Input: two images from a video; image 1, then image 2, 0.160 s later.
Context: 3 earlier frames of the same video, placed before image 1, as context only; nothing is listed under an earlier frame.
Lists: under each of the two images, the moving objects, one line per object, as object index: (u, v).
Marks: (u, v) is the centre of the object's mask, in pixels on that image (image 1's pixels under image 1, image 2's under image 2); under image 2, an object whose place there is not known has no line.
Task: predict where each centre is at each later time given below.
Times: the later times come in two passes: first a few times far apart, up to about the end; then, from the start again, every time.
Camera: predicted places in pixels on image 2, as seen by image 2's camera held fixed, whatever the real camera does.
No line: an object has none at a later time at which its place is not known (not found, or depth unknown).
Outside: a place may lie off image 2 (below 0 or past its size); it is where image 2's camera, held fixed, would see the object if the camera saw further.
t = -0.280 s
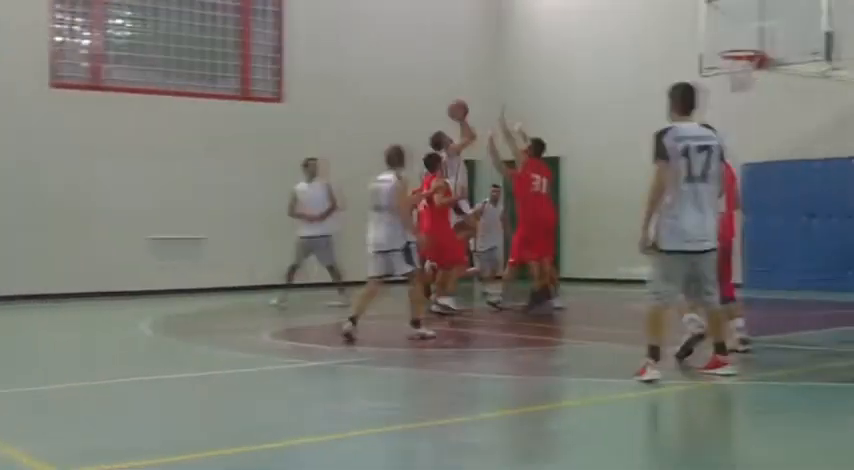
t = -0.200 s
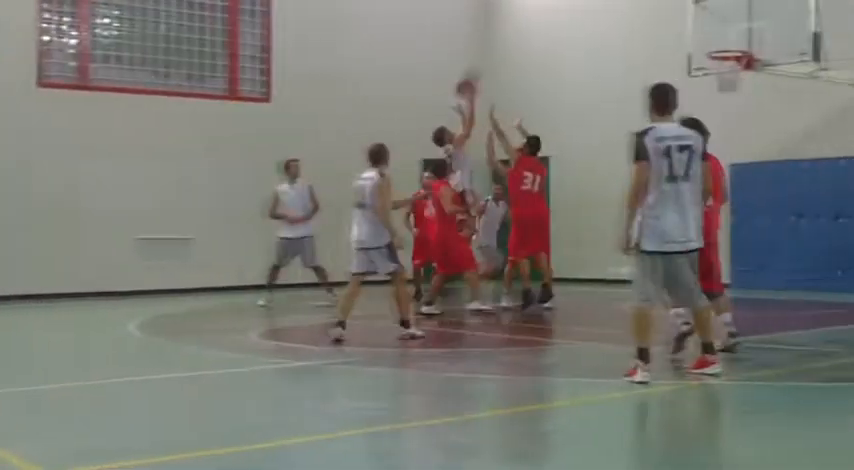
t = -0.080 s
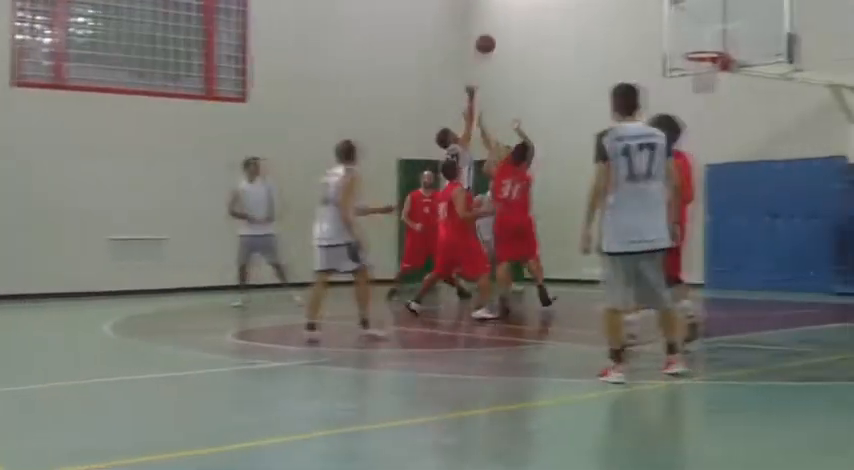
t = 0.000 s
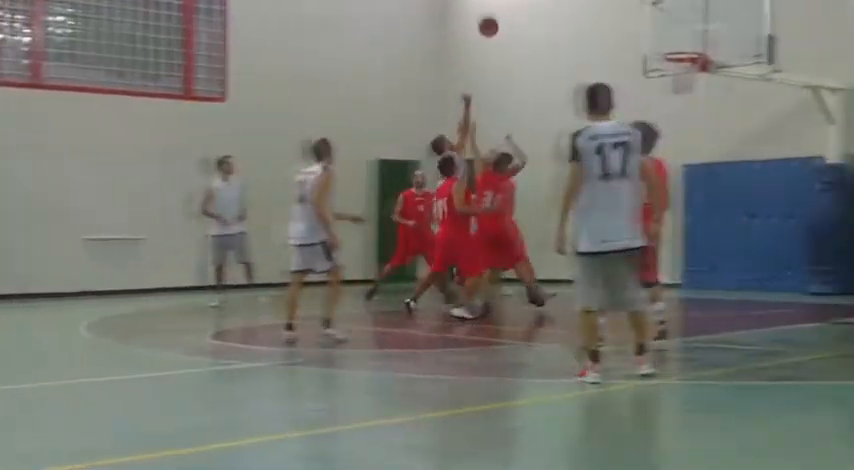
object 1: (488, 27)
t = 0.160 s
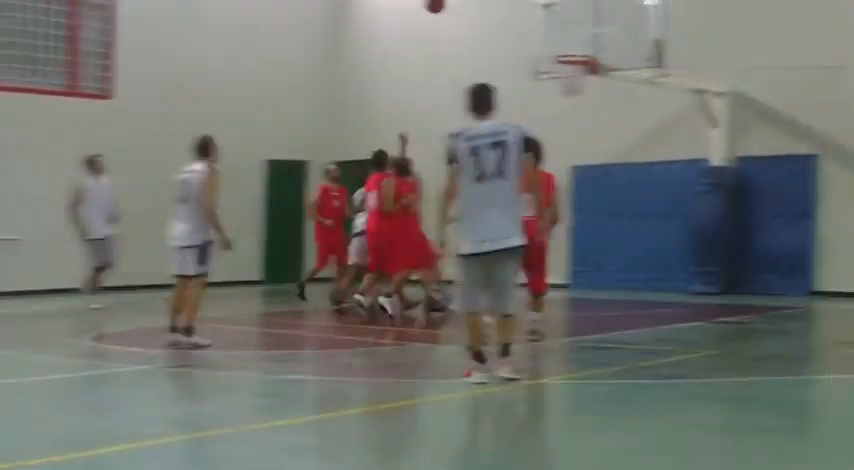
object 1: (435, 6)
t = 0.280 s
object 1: (470, 4)
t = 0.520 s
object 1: (543, 29)
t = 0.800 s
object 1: (558, 26)
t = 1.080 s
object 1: (535, 26)
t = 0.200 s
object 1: (444, 5)
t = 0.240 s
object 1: (457, 4)
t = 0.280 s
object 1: (470, 4)
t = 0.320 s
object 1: (483, 5)
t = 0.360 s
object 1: (493, 6)
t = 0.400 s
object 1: (505, 8)
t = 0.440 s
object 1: (519, 14)
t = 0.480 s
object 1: (529, 20)
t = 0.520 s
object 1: (543, 29)
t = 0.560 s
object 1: (553, 36)
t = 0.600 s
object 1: (563, 44)
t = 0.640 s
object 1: (570, 50)
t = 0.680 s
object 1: (568, 43)
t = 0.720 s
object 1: (564, 36)
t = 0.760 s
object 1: (561, 30)
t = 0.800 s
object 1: (558, 26)
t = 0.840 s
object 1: (555, 22)
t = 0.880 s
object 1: (551, 20)
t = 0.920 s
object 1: (548, 19)
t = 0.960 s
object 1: (544, 19)
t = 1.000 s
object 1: (541, 20)
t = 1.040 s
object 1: (538, 23)
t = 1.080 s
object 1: (535, 26)
